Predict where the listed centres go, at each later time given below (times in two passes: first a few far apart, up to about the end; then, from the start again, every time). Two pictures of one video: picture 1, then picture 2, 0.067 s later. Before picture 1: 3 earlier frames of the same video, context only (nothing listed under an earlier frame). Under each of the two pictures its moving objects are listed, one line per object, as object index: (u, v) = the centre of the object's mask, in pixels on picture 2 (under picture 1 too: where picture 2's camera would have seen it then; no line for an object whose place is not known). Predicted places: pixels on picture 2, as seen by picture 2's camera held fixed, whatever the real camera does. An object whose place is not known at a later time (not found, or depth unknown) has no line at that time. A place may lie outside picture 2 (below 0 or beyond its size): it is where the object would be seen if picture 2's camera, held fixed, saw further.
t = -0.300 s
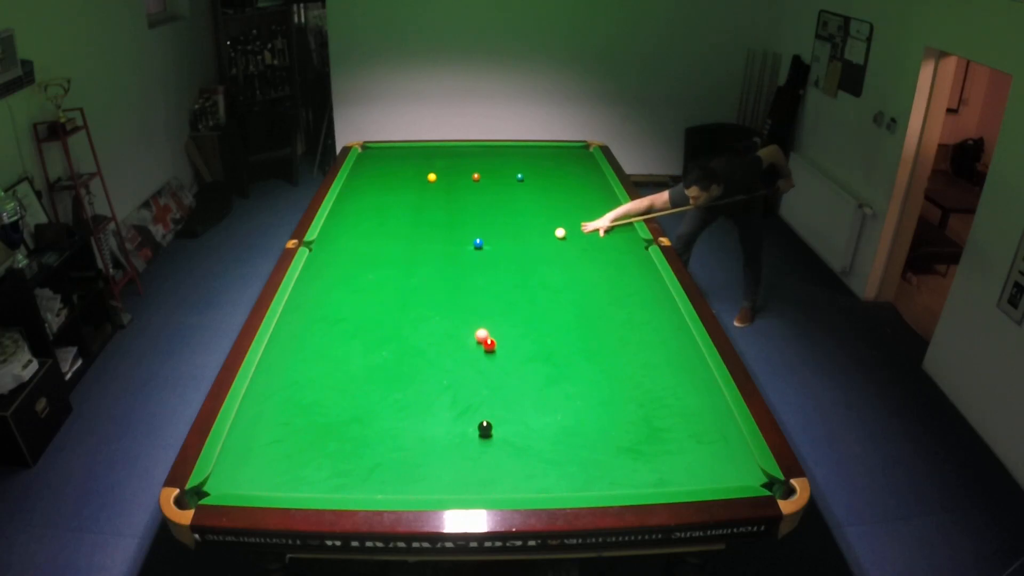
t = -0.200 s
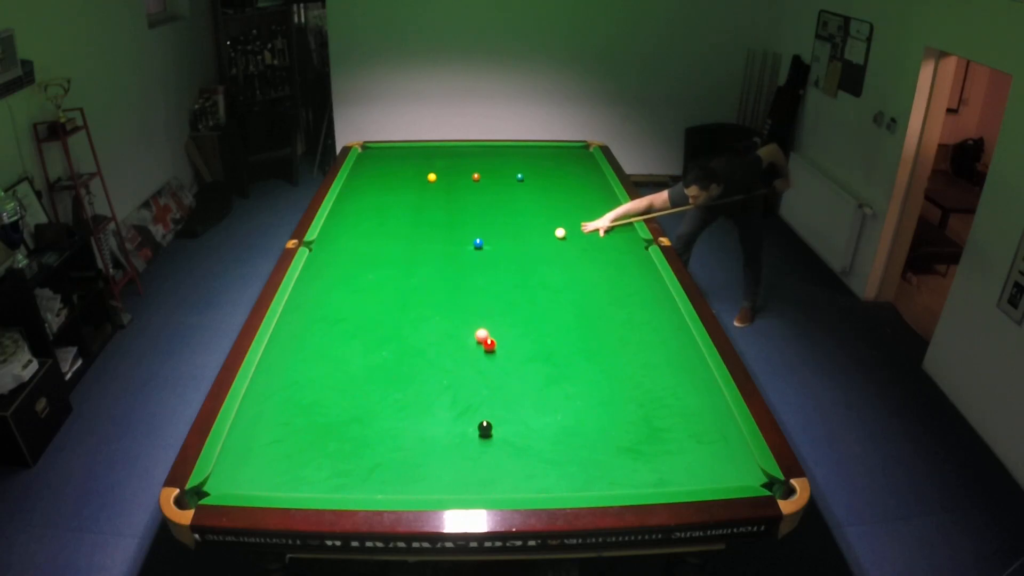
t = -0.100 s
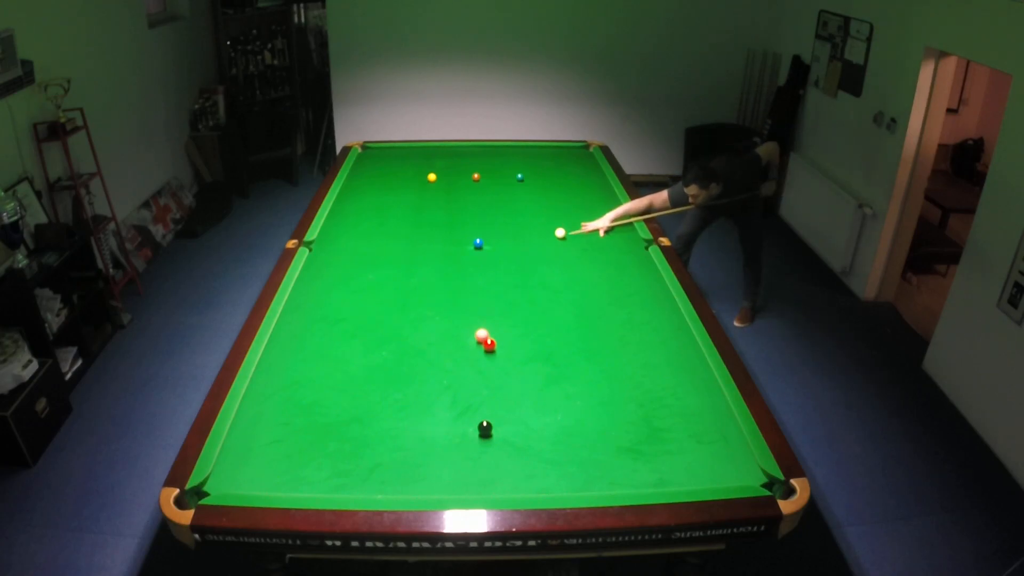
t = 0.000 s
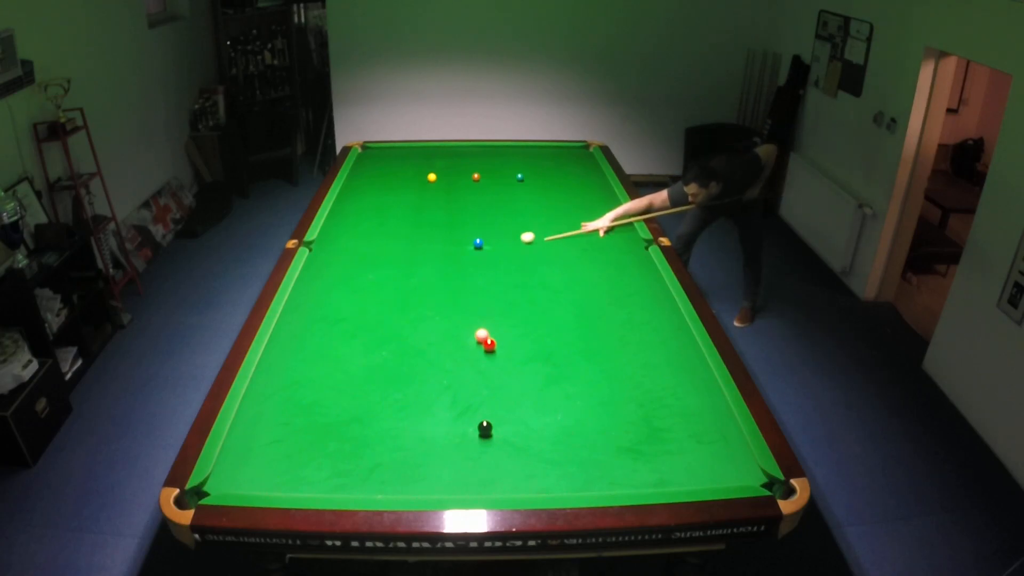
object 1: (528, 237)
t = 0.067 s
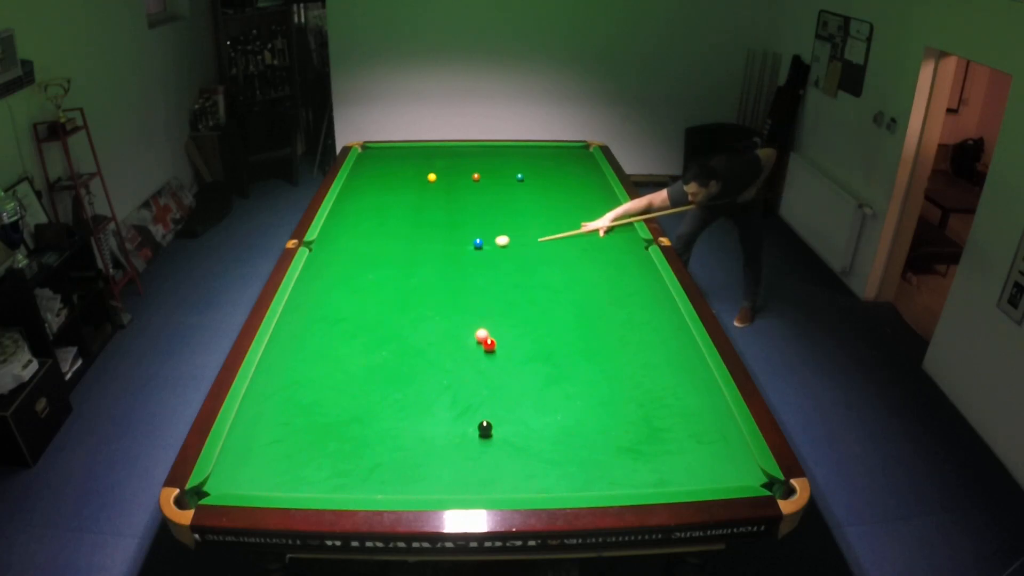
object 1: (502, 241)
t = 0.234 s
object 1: (489, 248)
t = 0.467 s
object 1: (494, 254)
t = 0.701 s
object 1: (500, 260)
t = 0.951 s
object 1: (506, 267)
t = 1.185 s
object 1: (512, 273)
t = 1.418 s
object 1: (517, 278)
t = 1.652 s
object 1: (522, 283)
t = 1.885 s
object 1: (526, 288)
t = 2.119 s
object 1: (531, 292)
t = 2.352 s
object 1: (534, 296)
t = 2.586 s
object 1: (538, 299)
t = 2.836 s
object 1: (541, 301)
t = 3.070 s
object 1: (544, 303)
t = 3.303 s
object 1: (545, 305)
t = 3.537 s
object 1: (546, 305)
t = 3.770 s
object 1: (546, 306)
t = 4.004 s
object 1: (546, 306)
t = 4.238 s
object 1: (546, 305)
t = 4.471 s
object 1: (546, 305)
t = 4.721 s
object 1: (546, 305)
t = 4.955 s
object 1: (546, 305)
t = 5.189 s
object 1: (546, 305)
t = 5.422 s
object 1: (546, 305)
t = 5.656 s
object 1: (546, 305)
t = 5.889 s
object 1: (546, 305)
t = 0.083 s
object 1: (496, 242)
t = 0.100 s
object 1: (490, 242)
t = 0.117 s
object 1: (488, 243)
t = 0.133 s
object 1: (488, 244)
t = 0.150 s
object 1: (488, 245)
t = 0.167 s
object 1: (488, 245)
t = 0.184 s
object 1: (488, 246)
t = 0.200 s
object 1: (488, 247)
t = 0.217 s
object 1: (489, 247)
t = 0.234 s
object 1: (489, 248)
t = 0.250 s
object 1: (489, 248)
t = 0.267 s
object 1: (490, 248)
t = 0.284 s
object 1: (490, 249)
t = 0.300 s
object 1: (490, 249)
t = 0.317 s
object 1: (491, 250)
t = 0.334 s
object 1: (491, 250)
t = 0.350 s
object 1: (492, 251)
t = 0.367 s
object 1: (492, 251)
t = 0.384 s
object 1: (492, 252)
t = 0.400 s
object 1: (493, 252)
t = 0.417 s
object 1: (493, 253)
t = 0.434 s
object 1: (494, 253)
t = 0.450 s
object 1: (494, 254)
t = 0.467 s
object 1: (494, 254)
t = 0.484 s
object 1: (495, 255)
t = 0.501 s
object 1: (495, 255)
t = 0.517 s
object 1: (496, 255)
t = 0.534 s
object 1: (496, 256)
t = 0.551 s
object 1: (497, 256)
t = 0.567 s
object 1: (497, 257)
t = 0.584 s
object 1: (497, 257)
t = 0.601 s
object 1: (498, 258)
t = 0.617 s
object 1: (498, 258)
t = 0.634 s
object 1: (499, 259)
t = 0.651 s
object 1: (499, 259)
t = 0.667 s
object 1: (499, 259)
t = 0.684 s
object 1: (500, 260)
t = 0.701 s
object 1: (500, 260)
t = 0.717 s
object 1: (501, 261)
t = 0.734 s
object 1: (501, 261)
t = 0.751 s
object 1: (502, 262)
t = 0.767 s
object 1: (502, 262)
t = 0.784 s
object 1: (502, 263)
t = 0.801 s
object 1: (503, 263)
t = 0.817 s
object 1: (503, 264)
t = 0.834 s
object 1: (503, 264)
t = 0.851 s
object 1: (504, 264)
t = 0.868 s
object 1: (504, 265)
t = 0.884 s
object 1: (505, 265)
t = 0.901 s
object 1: (505, 266)
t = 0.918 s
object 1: (505, 266)
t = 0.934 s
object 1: (506, 266)
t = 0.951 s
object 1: (506, 267)
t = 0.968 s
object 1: (507, 267)
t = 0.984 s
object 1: (507, 268)
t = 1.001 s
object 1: (507, 268)
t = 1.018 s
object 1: (508, 269)
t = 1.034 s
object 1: (508, 269)
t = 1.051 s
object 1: (509, 269)
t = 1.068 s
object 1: (509, 270)
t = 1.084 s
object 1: (509, 270)
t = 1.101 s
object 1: (510, 271)
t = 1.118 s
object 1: (510, 271)
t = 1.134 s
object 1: (510, 271)
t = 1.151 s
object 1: (511, 272)
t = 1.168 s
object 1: (511, 272)
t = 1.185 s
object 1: (512, 273)
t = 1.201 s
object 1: (512, 273)
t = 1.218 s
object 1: (512, 273)
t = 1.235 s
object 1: (513, 274)
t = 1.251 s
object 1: (513, 274)
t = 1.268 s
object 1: (513, 275)
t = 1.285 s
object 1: (514, 275)
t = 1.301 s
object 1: (514, 275)
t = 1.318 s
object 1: (514, 276)
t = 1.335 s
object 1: (515, 276)
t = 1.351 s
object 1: (515, 276)
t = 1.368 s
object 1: (516, 277)
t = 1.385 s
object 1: (516, 277)
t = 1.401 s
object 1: (516, 278)
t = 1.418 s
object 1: (517, 278)
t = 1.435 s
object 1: (517, 278)
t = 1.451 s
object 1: (517, 279)
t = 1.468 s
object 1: (518, 279)
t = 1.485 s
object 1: (518, 279)
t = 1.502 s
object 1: (518, 280)
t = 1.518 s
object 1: (519, 280)
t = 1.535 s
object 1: (519, 280)
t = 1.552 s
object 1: (520, 281)
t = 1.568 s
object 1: (520, 281)
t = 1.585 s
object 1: (520, 282)
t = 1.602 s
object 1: (521, 282)
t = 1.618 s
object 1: (521, 282)
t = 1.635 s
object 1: (521, 283)
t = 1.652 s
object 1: (522, 283)
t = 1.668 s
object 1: (522, 283)
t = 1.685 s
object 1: (522, 284)
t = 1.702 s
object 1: (523, 284)
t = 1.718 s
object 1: (523, 284)
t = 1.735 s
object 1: (523, 285)
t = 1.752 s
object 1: (524, 285)
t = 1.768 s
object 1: (524, 285)
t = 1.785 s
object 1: (524, 286)
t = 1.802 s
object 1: (525, 286)
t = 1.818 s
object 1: (525, 286)
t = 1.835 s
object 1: (525, 287)
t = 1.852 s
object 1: (526, 287)
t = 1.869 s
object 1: (526, 287)
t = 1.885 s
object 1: (526, 288)
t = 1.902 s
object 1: (527, 288)
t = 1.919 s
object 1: (527, 288)
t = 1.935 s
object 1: (527, 289)
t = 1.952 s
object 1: (528, 289)
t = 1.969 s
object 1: (528, 289)
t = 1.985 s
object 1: (528, 290)
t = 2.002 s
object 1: (528, 290)
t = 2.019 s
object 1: (529, 290)
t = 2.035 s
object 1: (529, 291)
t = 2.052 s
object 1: (529, 291)
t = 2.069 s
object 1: (530, 291)
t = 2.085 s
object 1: (530, 291)
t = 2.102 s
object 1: (530, 292)
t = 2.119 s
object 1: (531, 292)
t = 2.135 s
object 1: (531, 292)
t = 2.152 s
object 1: (531, 293)
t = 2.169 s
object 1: (531, 293)
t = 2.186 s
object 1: (532, 293)
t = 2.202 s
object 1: (532, 293)
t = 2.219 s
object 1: (532, 294)
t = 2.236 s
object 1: (532, 294)
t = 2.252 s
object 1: (533, 294)
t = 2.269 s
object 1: (533, 294)
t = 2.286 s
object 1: (533, 295)
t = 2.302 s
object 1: (534, 295)
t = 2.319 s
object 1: (534, 295)
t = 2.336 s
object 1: (534, 295)
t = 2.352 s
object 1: (534, 296)
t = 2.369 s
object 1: (535, 296)
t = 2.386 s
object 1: (535, 296)
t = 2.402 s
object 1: (535, 296)
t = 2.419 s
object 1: (535, 297)
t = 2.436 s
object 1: (536, 297)
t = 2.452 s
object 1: (536, 297)
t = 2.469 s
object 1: (536, 297)
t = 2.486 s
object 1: (536, 298)
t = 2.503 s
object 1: (537, 298)
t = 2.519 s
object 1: (537, 298)
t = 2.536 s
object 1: (537, 298)
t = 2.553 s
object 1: (537, 298)
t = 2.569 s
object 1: (538, 299)
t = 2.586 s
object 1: (538, 299)
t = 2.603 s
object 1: (538, 299)
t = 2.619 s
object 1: (538, 299)
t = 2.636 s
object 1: (539, 299)
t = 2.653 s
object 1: (539, 300)
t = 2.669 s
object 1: (539, 300)
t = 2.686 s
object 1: (539, 300)
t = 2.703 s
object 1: (539, 300)
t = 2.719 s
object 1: (540, 300)
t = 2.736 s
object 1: (540, 301)
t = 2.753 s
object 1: (540, 301)
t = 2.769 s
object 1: (540, 301)
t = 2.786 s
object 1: (541, 301)
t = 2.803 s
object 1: (541, 301)
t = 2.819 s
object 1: (541, 301)
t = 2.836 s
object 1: (541, 301)
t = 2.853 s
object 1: (541, 302)
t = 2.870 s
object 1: (542, 302)
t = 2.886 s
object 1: (542, 302)
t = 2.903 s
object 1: (542, 302)
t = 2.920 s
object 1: (542, 302)
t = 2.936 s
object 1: (542, 302)
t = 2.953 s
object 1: (542, 303)
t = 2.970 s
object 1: (543, 303)
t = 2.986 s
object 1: (543, 303)
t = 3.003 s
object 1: (543, 303)
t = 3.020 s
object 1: (543, 303)
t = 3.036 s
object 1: (543, 303)
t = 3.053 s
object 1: (543, 303)
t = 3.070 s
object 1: (544, 303)
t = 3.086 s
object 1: (544, 304)
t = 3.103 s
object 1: (544, 304)
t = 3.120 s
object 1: (544, 304)
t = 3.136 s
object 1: (544, 304)
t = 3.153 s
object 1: (544, 304)
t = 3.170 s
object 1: (544, 304)
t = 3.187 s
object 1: (544, 304)
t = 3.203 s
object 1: (545, 304)
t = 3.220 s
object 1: (545, 304)
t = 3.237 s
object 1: (545, 304)
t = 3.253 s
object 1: (545, 305)
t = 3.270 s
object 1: (545, 305)
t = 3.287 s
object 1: (545, 305)
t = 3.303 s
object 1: (545, 305)
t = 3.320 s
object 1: (545, 305)
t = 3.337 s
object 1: (545, 305)
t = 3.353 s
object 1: (545, 305)
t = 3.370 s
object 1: (546, 305)
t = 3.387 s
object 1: (546, 305)
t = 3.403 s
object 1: (546, 305)
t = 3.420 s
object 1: (546, 305)
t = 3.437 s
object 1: (546, 305)
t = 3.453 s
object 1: (546, 305)
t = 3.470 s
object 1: (546, 305)
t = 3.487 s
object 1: (546, 305)
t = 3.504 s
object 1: (546, 305)
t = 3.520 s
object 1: (546, 305)
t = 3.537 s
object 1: (546, 305)
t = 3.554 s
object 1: (546, 306)
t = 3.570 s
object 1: (546, 306)
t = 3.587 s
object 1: (546, 306)
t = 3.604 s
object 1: (546, 306)
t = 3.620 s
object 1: (546, 306)
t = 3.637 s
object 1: (546, 306)
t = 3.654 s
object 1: (546, 306)
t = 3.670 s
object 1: (546, 306)
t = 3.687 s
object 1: (546, 306)
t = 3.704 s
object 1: (546, 306)
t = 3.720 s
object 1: (546, 306)
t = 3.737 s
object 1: (546, 306)
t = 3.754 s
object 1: (546, 306)
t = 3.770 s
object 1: (546, 306)
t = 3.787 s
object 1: (546, 306)
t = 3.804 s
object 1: (546, 306)
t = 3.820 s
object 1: (546, 306)
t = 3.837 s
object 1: (546, 306)
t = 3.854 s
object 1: (546, 306)
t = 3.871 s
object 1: (546, 306)
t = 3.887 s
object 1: (546, 305)
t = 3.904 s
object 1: (546, 306)
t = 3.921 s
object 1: (546, 305)
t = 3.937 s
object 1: (546, 306)
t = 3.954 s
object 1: (546, 306)
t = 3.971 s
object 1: (546, 306)
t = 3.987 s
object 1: (546, 306)
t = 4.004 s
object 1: (546, 306)
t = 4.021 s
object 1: (546, 305)
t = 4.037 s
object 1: (546, 305)
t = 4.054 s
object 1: (546, 305)
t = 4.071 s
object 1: (546, 305)
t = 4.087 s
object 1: (546, 305)
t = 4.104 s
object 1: (546, 305)
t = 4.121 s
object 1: (546, 305)
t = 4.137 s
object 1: (546, 306)
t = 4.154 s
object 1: (546, 305)
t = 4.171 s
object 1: (546, 306)
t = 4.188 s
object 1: (546, 305)
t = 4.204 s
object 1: (546, 305)
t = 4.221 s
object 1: (546, 305)
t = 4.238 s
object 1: (546, 305)
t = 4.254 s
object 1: (546, 305)
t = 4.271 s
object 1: (546, 305)
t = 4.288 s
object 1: (546, 305)
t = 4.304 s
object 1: (546, 305)
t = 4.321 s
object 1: (546, 305)
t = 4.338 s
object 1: (546, 305)
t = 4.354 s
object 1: (546, 305)
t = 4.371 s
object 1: (546, 305)
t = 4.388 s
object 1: (546, 305)
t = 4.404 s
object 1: (546, 305)
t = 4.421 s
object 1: (546, 305)
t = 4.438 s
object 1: (546, 305)
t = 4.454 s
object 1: (546, 305)
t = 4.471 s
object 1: (546, 305)
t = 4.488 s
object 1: (546, 305)
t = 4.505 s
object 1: (546, 305)
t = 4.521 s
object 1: (546, 305)
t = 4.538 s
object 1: (546, 305)
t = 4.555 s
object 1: (546, 305)
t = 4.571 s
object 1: (546, 305)
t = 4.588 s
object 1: (546, 305)
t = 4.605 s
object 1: (546, 305)
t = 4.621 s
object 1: (546, 305)
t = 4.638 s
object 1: (546, 305)
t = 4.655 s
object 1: (546, 305)
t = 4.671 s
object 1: (546, 305)
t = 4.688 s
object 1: (546, 305)
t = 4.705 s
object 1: (546, 305)
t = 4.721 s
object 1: (546, 305)
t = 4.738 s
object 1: (546, 305)
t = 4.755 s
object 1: (546, 305)
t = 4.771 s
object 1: (546, 305)
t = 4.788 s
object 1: (546, 305)
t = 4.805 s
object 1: (546, 305)
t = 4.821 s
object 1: (546, 305)
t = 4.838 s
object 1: (546, 305)
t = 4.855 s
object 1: (546, 305)
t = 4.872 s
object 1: (546, 305)
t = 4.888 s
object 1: (546, 305)
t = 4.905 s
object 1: (546, 305)
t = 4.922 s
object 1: (546, 305)
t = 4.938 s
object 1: (546, 305)
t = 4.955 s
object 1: (546, 305)
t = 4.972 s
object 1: (546, 305)
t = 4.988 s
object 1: (546, 305)
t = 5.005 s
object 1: (546, 305)
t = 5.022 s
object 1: (546, 305)
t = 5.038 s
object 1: (546, 305)
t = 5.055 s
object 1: (546, 305)
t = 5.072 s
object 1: (546, 305)
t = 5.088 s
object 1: (546, 305)
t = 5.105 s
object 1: (546, 305)
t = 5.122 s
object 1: (546, 305)
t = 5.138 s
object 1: (546, 305)
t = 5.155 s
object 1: (546, 305)
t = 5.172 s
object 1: (546, 305)
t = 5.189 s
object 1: (546, 305)
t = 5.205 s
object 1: (546, 305)
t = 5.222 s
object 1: (546, 305)
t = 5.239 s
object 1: (546, 305)
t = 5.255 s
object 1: (546, 305)
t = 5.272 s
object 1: (546, 305)
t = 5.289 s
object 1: (546, 305)
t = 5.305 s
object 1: (546, 305)
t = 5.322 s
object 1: (546, 305)
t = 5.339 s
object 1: (546, 305)
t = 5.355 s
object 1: (546, 305)
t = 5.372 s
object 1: (546, 305)
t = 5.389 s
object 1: (546, 305)
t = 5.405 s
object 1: (546, 305)
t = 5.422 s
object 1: (546, 305)
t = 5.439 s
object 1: (546, 305)
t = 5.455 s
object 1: (546, 305)
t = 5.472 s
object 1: (546, 305)
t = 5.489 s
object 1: (546, 305)
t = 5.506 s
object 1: (546, 305)
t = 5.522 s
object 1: (546, 305)
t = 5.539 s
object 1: (546, 305)
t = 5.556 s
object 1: (546, 305)
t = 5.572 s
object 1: (546, 305)
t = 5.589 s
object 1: (546, 305)
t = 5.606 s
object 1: (546, 305)
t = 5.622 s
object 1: (546, 305)
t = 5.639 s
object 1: (546, 305)
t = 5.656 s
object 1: (546, 305)
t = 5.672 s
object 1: (546, 305)
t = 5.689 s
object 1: (546, 305)
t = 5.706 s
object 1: (546, 305)
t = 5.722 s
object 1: (546, 305)
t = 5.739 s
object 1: (546, 305)
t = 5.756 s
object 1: (546, 305)
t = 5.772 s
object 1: (546, 305)
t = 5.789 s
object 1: (546, 305)
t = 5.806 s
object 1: (546, 305)
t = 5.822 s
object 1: (546, 305)
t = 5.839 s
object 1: (546, 305)
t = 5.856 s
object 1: (546, 305)
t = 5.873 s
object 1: (546, 305)
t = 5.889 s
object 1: (546, 305)
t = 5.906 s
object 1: (546, 305)
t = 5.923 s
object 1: (546, 305)
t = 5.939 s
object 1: (546, 305)
